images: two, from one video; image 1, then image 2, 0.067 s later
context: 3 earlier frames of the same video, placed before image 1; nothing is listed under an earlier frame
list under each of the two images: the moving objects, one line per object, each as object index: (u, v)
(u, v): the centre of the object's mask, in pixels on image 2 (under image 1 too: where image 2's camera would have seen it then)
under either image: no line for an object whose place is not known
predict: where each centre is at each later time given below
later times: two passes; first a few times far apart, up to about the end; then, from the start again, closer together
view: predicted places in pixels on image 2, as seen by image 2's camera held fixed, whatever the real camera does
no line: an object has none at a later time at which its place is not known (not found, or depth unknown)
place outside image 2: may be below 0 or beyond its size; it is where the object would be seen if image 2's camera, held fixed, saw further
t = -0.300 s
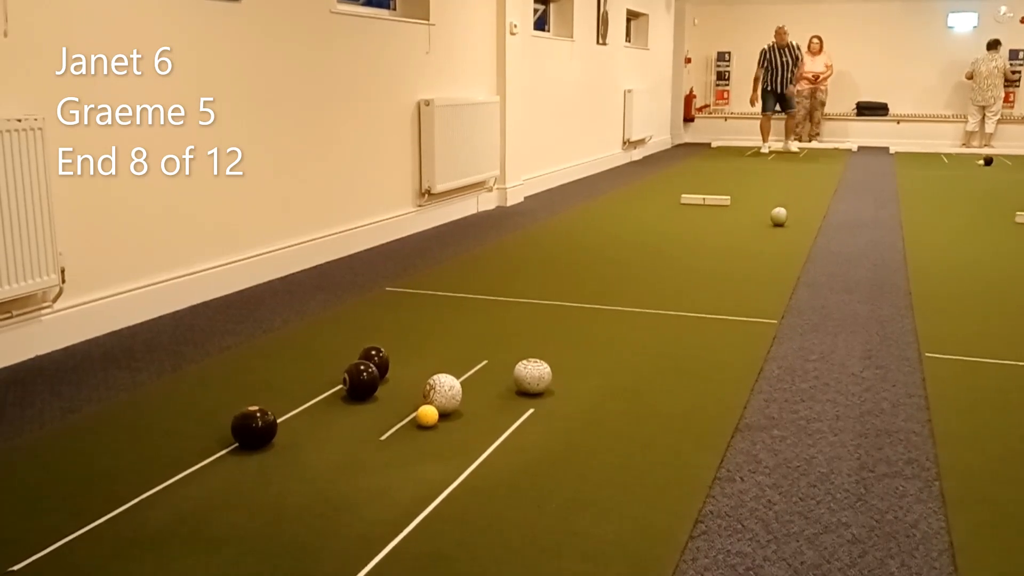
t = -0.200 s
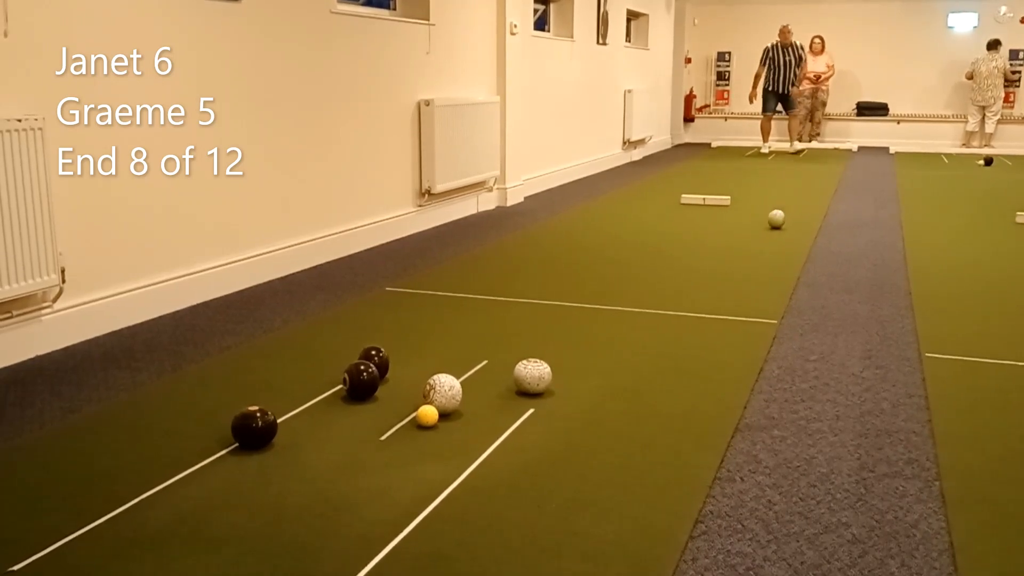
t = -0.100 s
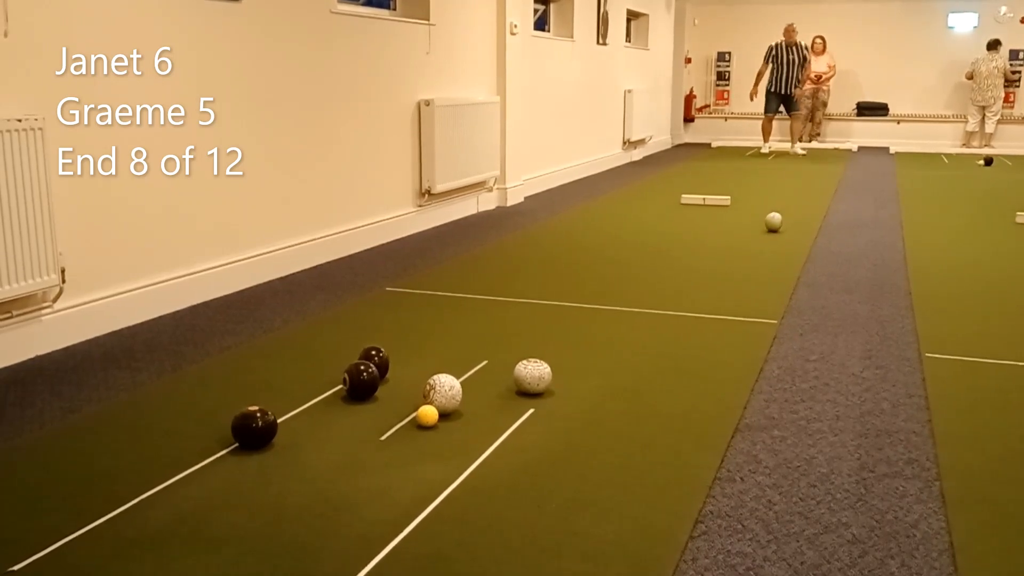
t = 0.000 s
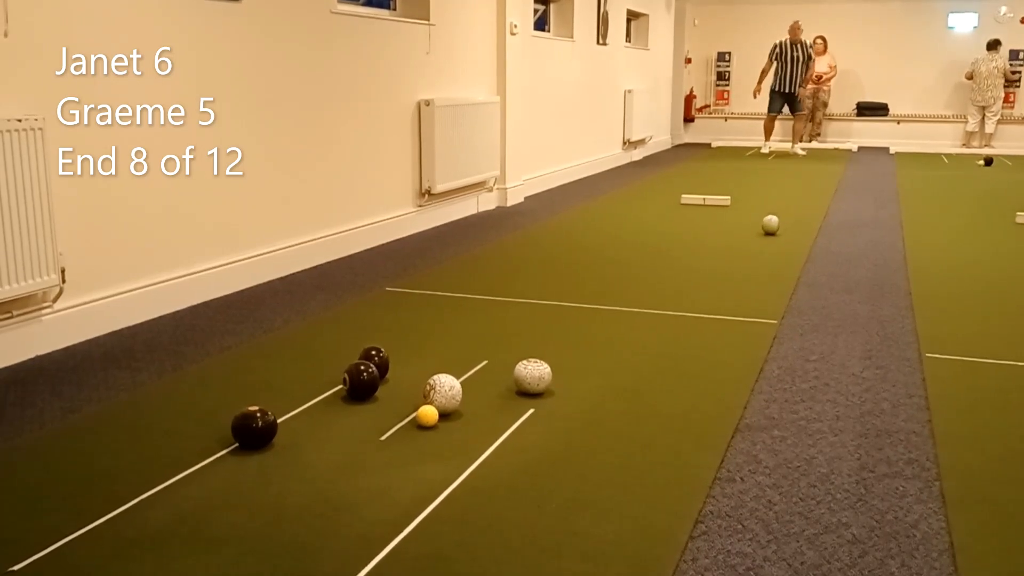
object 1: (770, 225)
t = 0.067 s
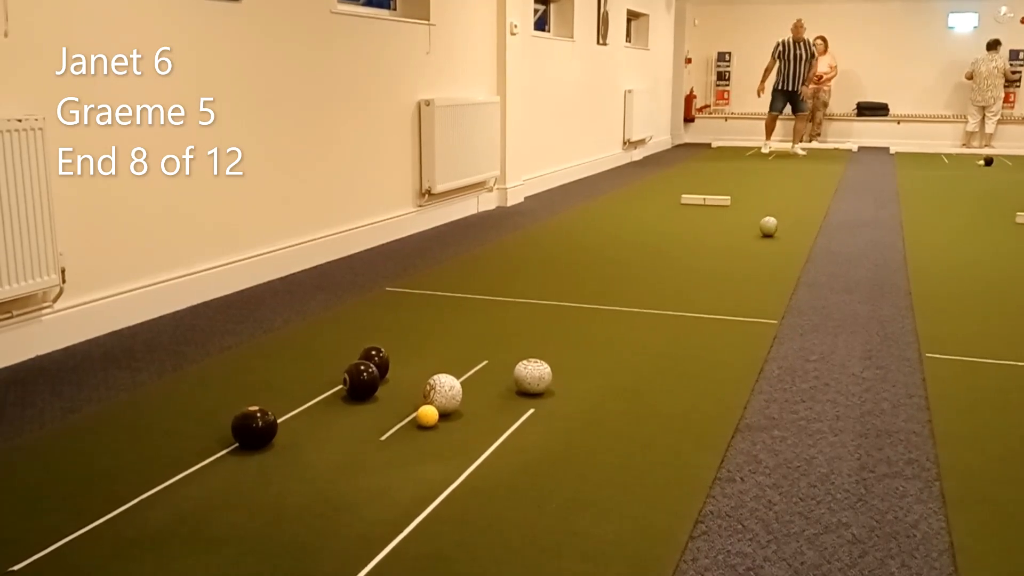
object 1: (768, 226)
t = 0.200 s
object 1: (764, 230)
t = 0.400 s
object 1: (757, 236)
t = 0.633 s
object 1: (749, 242)
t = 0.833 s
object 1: (740, 247)
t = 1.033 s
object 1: (730, 253)
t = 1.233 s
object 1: (719, 259)
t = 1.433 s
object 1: (707, 265)
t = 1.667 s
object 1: (693, 272)
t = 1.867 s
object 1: (680, 278)
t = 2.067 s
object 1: (666, 284)
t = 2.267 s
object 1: (651, 290)
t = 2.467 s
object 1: (636, 295)
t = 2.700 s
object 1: (617, 302)
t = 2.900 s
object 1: (601, 307)
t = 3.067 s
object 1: (588, 311)
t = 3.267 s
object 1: (572, 316)
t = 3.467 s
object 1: (557, 320)
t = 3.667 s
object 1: (542, 324)
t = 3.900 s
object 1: (525, 327)
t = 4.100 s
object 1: (512, 330)
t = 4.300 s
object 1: (499, 331)
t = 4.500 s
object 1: (489, 333)
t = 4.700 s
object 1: (482, 333)
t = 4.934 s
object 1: (476, 333)
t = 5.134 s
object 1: (475, 334)
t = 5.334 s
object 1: (475, 334)
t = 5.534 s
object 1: (476, 334)
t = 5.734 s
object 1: (476, 334)
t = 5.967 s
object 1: (476, 333)
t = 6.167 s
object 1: (476, 334)
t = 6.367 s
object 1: (476, 333)
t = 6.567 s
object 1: (476, 333)
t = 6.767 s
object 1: (476, 333)
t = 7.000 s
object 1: (476, 334)
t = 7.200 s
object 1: (476, 334)
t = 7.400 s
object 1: (476, 334)
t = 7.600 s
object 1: (476, 334)
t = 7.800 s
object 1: (476, 334)
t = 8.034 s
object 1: (476, 334)
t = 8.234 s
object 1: (476, 334)
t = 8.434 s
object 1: (476, 334)
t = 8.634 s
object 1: (476, 334)
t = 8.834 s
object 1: (476, 334)
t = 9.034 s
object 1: (476, 334)
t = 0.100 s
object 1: (767, 227)
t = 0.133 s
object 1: (766, 228)
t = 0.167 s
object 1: (765, 229)
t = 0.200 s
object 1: (764, 230)
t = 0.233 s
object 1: (763, 231)
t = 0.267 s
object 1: (762, 232)
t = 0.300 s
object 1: (760, 233)
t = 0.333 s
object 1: (759, 234)
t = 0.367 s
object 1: (758, 235)
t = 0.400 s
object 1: (757, 236)
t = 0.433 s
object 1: (756, 237)
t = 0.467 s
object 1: (754, 238)
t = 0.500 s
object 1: (753, 239)
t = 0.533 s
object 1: (753, 239)
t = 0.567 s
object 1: (752, 240)
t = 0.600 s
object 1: (750, 241)
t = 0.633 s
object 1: (749, 242)
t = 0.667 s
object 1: (747, 243)
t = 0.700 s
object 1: (746, 243)
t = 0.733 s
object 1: (744, 244)
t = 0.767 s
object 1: (743, 245)
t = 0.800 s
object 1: (741, 246)
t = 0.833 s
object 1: (740, 247)
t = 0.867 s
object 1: (739, 249)
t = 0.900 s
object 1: (737, 249)
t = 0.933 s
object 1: (735, 250)
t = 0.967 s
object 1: (733, 252)
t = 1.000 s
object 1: (732, 252)
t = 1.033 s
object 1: (730, 253)
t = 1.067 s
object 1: (728, 254)
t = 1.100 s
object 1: (726, 255)
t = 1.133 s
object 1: (725, 256)
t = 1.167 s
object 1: (723, 257)
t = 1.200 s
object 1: (721, 258)
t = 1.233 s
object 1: (719, 259)
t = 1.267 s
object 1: (718, 260)
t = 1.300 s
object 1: (715, 261)
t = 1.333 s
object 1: (713, 262)
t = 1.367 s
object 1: (711, 263)
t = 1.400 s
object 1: (710, 265)
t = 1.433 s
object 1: (707, 265)
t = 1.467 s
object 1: (706, 266)
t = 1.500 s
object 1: (704, 267)
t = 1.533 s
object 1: (702, 268)
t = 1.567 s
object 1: (699, 269)
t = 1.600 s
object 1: (698, 270)
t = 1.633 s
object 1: (695, 271)
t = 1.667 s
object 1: (693, 272)
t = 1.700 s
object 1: (691, 273)
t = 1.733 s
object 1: (689, 274)
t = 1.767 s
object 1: (686, 275)
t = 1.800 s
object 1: (684, 276)
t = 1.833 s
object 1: (682, 277)
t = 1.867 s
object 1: (680, 278)
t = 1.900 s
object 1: (678, 279)
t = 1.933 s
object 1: (675, 280)
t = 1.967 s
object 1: (673, 281)
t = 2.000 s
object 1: (670, 282)
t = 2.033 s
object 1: (668, 283)
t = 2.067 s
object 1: (666, 284)
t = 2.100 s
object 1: (664, 285)
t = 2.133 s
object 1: (661, 286)
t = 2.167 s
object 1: (658, 287)
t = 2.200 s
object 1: (656, 288)
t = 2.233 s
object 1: (653, 289)
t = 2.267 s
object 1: (651, 290)
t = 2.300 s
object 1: (648, 291)
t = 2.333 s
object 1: (646, 292)
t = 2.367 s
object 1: (643, 293)
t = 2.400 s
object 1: (641, 294)
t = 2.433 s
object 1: (638, 295)
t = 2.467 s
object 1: (636, 295)
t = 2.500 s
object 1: (633, 296)
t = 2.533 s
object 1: (631, 297)
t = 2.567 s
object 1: (628, 298)
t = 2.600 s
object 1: (625, 299)
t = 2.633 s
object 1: (622, 300)
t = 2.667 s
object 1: (620, 301)
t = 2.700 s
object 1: (617, 302)
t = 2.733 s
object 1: (614, 303)
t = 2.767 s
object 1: (612, 303)
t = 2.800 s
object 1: (609, 304)
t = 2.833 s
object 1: (607, 305)
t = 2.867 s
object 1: (604, 306)
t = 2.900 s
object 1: (601, 307)
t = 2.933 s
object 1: (599, 308)
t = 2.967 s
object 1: (596, 309)
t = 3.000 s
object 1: (593, 310)
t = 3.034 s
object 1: (590, 311)
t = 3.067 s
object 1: (588, 311)
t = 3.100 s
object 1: (585, 312)
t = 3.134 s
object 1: (583, 313)
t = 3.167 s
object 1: (580, 313)
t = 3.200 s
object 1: (577, 315)
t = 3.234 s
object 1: (575, 315)
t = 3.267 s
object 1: (572, 316)
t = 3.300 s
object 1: (569, 316)
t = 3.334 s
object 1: (567, 317)
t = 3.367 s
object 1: (564, 318)
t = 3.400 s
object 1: (562, 319)
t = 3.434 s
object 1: (559, 319)
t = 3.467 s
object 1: (557, 320)
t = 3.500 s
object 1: (554, 321)
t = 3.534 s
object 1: (552, 321)
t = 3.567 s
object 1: (549, 322)
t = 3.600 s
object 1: (547, 322)
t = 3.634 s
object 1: (544, 323)
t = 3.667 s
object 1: (542, 324)
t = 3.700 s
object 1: (539, 324)
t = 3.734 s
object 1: (537, 324)
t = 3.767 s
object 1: (535, 325)
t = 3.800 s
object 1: (532, 326)
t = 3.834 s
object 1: (530, 326)
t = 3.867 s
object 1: (527, 327)
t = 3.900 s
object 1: (525, 327)
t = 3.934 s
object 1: (523, 328)
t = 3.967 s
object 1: (520, 328)
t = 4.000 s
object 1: (518, 329)
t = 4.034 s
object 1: (516, 329)
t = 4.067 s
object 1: (514, 329)
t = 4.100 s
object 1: (512, 330)
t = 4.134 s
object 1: (510, 330)
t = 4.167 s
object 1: (507, 330)
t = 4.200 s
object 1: (505, 331)
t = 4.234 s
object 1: (503, 330)
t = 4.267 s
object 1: (501, 331)
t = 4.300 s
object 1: (499, 331)
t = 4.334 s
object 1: (498, 331)
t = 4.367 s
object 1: (496, 332)
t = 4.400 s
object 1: (494, 332)
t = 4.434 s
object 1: (493, 332)
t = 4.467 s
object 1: (491, 333)
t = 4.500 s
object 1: (489, 333)
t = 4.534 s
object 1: (488, 333)
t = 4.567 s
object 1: (486, 333)
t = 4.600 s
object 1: (485, 333)
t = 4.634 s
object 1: (484, 333)
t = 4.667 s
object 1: (483, 333)
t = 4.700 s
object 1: (482, 333)
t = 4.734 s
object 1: (481, 333)
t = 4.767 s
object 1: (479, 333)
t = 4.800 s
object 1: (479, 333)
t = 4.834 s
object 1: (478, 333)
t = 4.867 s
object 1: (477, 333)
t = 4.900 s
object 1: (477, 333)
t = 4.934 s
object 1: (476, 333)
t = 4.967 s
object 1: (476, 334)
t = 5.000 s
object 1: (475, 334)
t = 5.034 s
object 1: (475, 334)
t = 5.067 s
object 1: (475, 334)
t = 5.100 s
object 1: (475, 334)
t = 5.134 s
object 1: (475, 334)
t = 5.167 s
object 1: (475, 334)
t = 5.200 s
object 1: (475, 334)
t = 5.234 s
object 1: (475, 334)
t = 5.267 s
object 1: (475, 334)
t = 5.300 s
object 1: (475, 334)
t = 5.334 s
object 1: (475, 334)
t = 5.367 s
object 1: (475, 334)
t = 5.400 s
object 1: (476, 334)
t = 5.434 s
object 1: (476, 334)
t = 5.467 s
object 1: (476, 334)
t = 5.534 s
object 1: (476, 334)
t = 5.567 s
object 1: (476, 334)
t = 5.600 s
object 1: (476, 334)
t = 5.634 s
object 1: (476, 334)
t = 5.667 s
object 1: (476, 334)
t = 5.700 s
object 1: (476, 334)
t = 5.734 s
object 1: (476, 334)
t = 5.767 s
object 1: (476, 334)
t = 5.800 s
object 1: (476, 334)
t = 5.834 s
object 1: (476, 334)
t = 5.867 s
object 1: (476, 334)
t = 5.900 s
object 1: (476, 334)
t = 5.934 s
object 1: (476, 334)
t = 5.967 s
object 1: (476, 333)
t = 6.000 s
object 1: (476, 333)
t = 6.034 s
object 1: (476, 333)
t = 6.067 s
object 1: (476, 333)
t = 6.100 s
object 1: (476, 333)
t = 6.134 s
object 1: (476, 333)
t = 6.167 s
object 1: (476, 334)
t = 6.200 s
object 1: (476, 334)
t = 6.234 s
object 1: (476, 333)
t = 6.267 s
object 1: (476, 333)
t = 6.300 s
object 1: (476, 333)
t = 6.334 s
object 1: (476, 333)
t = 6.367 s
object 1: (476, 333)
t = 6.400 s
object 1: (476, 333)
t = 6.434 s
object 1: (476, 333)
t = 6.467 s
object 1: (476, 333)
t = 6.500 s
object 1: (476, 333)
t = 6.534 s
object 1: (476, 333)
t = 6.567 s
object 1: (476, 333)
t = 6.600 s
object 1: (476, 334)
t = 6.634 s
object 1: (476, 334)
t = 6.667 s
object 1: (476, 333)
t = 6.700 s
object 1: (476, 333)
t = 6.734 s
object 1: (476, 333)
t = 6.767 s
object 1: (476, 333)
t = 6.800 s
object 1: (476, 334)
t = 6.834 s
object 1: (476, 334)
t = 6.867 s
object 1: (476, 333)
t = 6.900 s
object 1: (476, 333)
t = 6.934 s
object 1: (476, 333)
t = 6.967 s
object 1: (476, 333)
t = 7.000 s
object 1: (476, 334)
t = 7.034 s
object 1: (476, 334)
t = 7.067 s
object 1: (476, 334)
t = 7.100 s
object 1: (476, 334)
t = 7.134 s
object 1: (476, 333)
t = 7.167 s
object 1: (476, 334)
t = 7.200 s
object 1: (476, 334)
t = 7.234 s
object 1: (476, 334)
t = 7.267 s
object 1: (476, 334)
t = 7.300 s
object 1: (476, 334)
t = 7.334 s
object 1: (476, 334)
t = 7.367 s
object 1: (476, 334)
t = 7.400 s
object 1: (476, 334)
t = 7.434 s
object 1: (476, 334)
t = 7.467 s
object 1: (476, 334)
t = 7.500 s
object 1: (476, 334)
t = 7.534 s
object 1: (476, 334)
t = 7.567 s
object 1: (476, 334)
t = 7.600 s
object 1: (476, 334)
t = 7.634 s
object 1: (476, 334)
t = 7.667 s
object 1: (476, 334)
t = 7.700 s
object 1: (476, 334)
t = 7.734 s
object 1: (476, 334)
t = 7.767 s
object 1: (476, 334)
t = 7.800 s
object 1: (476, 334)
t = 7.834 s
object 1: (476, 334)
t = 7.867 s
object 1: (476, 334)
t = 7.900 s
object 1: (476, 334)
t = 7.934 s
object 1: (476, 334)
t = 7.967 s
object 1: (476, 334)
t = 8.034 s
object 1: (476, 334)
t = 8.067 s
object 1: (476, 334)
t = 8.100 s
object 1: (476, 334)
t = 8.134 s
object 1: (476, 334)
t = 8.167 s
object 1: (476, 334)
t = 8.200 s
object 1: (476, 334)
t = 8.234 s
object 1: (476, 334)
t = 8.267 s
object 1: (476, 334)
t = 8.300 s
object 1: (476, 334)
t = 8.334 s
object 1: (476, 334)
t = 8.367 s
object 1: (476, 334)
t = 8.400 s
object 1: (476, 334)
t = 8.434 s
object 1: (476, 334)
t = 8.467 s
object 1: (476, 334)
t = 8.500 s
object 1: (476, 334)
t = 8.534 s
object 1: (476, 334)
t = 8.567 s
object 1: (476, 334)
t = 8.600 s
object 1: (476, 334)
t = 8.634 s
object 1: (476, 334)
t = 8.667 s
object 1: (476, 334)
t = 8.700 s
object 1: (476, 334)
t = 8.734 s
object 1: (476, 334)
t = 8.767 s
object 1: (476, 334)
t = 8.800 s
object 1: (476, 334)
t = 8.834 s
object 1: (476, 334)
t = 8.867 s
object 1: (476, 334)
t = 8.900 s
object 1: (476, 334)
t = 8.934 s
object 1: (476, 334)
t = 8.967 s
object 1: (476, 334)
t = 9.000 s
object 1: (476, 334)
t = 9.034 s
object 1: (476, 334)
